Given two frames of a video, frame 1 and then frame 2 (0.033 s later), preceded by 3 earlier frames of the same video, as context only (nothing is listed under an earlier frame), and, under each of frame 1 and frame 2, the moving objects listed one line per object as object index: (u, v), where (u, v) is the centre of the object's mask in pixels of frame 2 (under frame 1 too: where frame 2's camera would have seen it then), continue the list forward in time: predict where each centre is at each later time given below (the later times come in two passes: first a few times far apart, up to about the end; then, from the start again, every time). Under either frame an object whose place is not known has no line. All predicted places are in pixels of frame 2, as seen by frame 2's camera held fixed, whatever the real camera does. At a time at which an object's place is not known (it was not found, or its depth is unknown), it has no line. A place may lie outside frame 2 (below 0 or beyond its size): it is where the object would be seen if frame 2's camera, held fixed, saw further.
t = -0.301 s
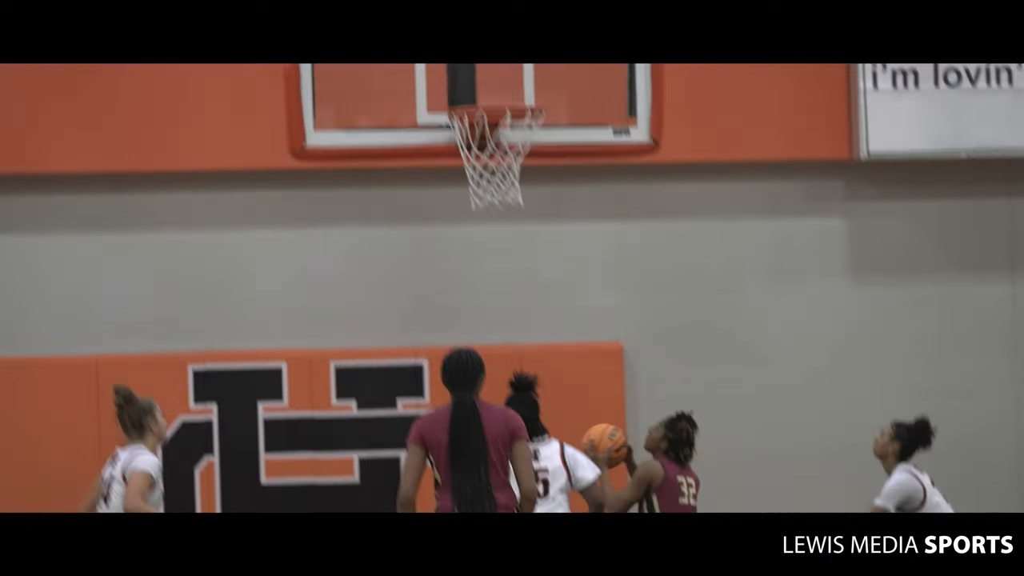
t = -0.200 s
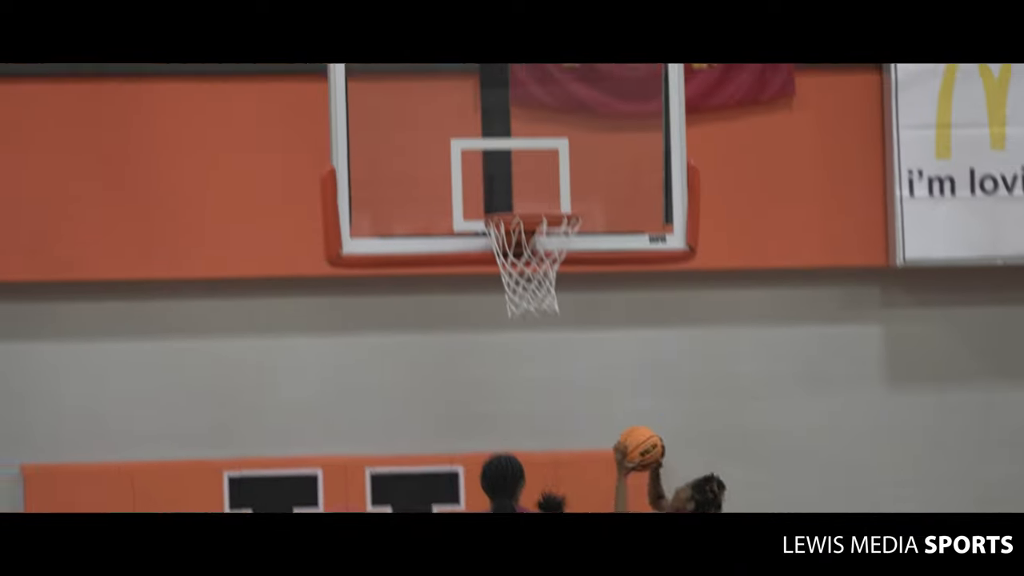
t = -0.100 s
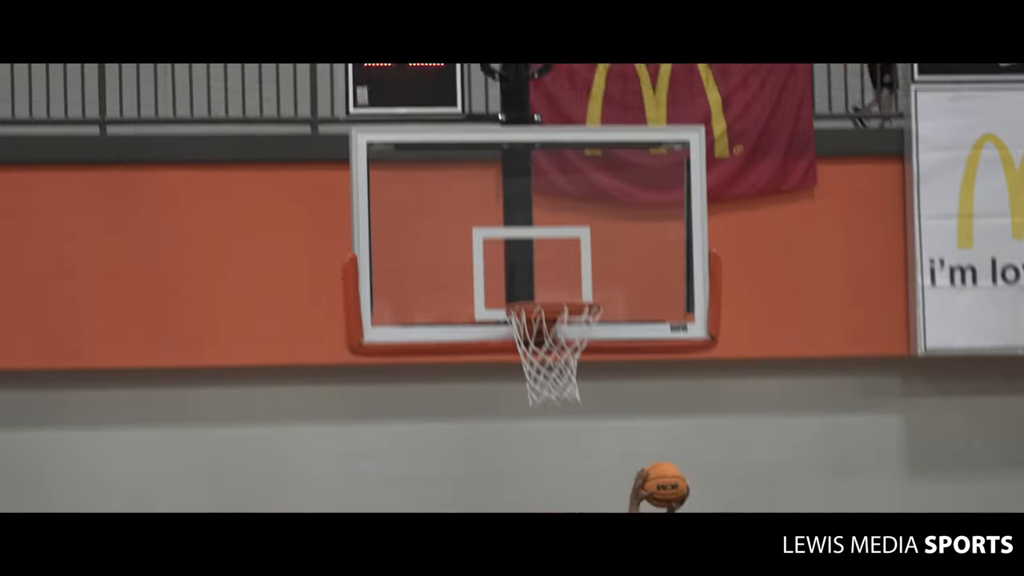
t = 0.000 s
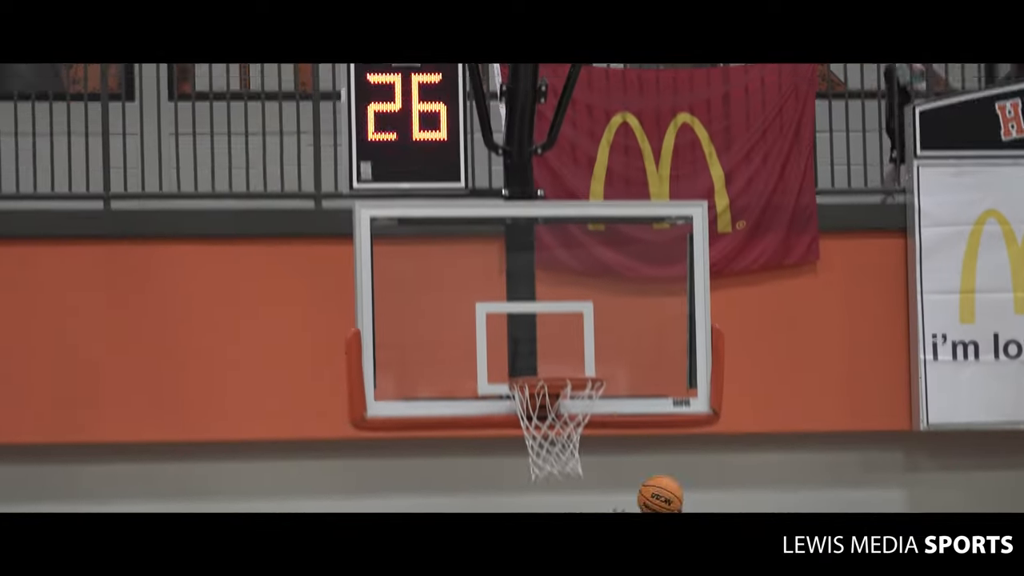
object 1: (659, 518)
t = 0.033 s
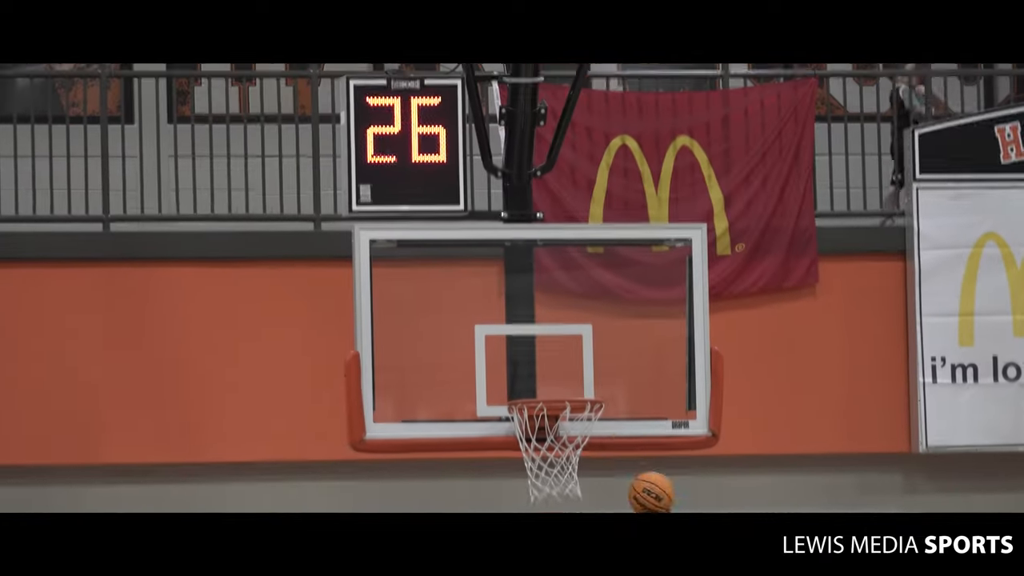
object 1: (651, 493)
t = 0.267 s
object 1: (594, 379)
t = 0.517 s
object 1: (574, 378)
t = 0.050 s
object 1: (647, 481)
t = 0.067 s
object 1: (642, 469)
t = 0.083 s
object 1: (638, 458)
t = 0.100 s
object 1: (633, 448)
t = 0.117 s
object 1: (628, 437)
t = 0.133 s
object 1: (624, 428)
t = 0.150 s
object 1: (620, 420)
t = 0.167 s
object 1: (617, 411)
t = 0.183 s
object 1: (612, 401)
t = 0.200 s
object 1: (607, 393)
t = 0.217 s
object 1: (601, 386)
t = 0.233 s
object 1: (598, 383)
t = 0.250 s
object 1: (595, 380)
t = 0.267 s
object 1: (594, 379)
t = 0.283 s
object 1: (592, 377)
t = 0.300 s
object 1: (590, 377)
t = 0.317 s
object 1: (588, 376)
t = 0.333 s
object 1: (586, 376)
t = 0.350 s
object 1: (584, 376)
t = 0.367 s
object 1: (583, 376)
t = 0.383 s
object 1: (581, 377)
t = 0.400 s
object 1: (580, 377)
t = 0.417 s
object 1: (580, 377)
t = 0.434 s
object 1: (579, 377)
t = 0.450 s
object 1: (578, 377)
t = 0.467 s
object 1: (577, 377)
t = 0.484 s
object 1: (576, 378)
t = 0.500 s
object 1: (575, 378)
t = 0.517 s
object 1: (574, 378)
